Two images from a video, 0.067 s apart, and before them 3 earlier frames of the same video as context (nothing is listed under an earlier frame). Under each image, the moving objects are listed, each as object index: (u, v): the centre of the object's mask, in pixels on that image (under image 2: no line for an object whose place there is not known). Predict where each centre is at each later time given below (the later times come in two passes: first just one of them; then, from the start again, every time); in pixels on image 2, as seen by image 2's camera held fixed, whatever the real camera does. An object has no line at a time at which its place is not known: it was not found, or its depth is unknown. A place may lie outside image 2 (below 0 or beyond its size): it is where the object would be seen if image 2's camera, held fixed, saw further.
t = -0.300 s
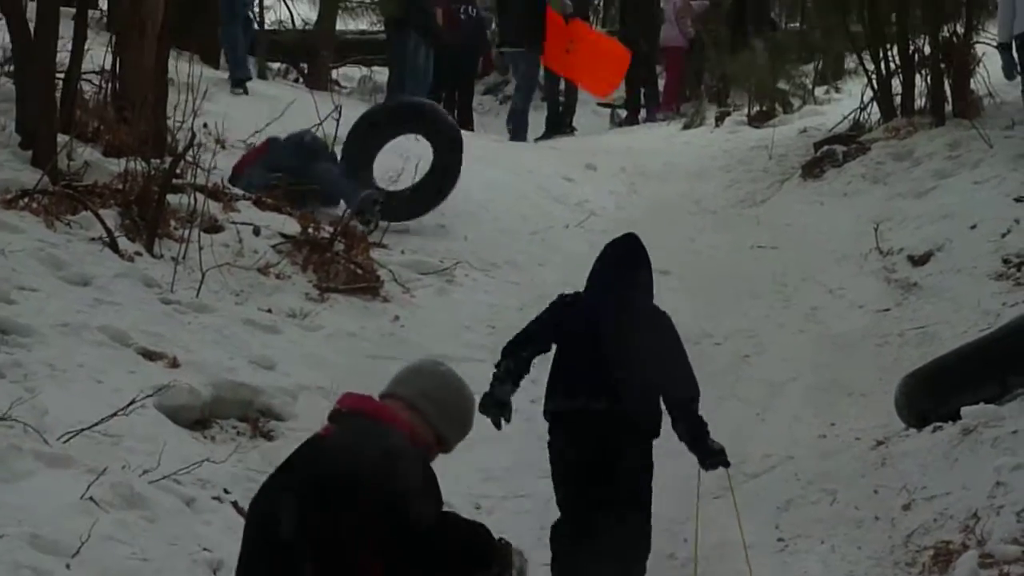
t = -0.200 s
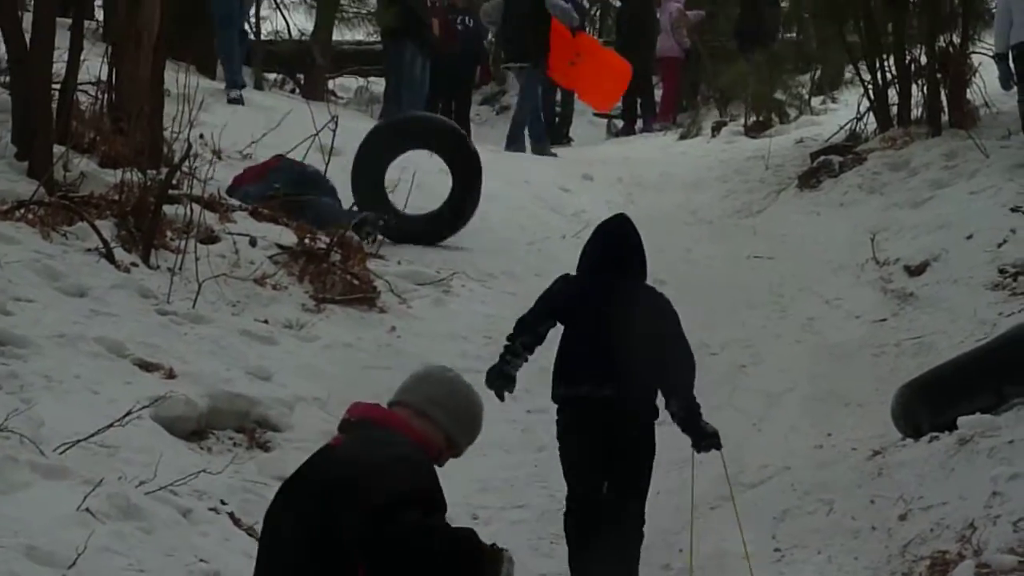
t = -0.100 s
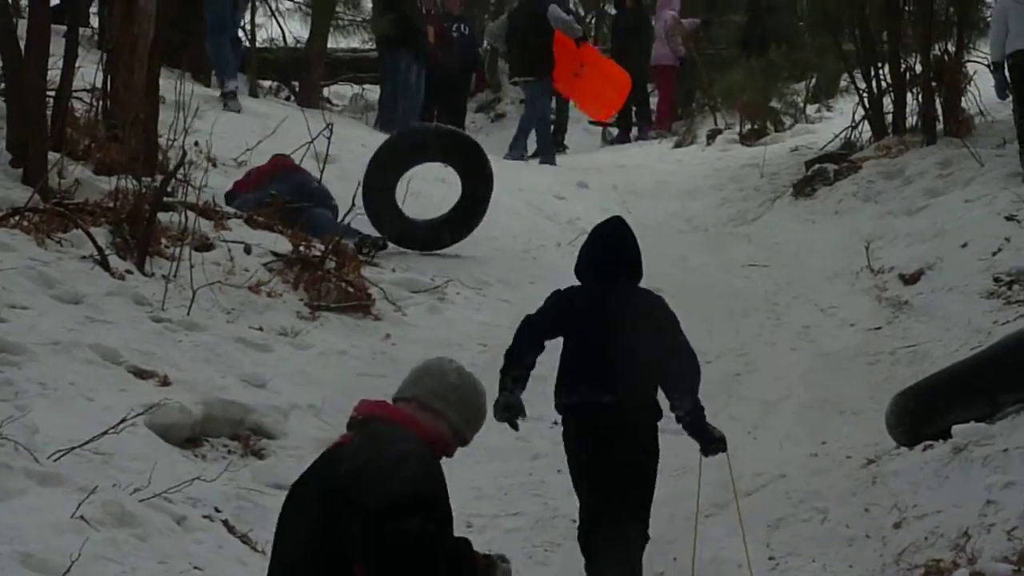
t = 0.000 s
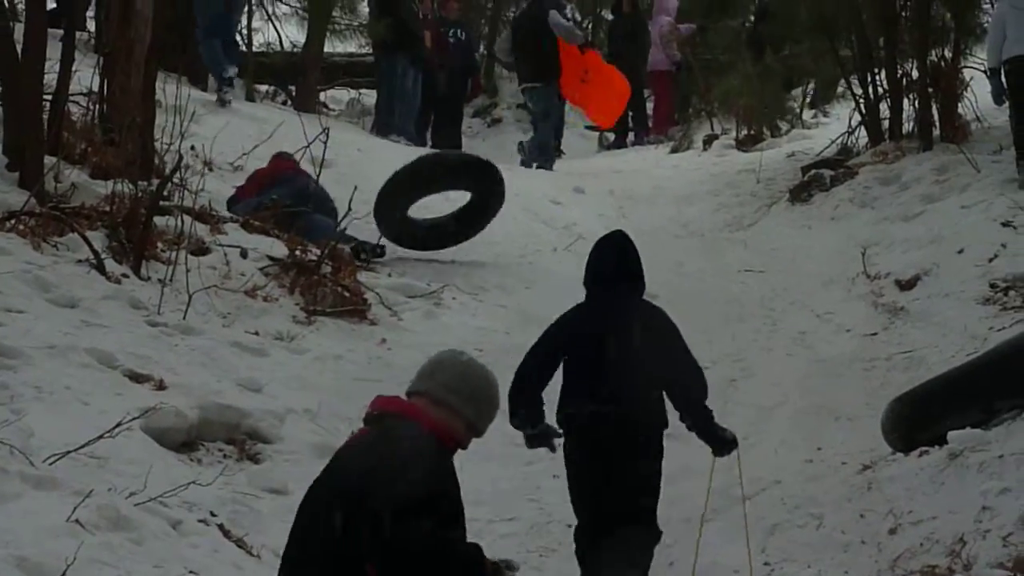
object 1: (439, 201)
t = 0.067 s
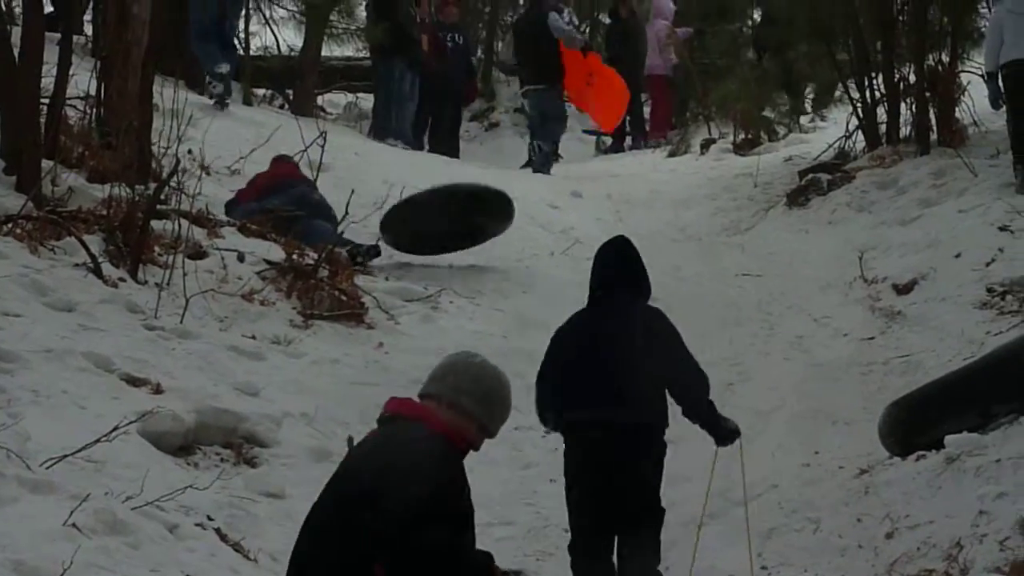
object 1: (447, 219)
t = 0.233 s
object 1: (472, 251)
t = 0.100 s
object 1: (452, 229)
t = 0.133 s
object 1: (457, 241)
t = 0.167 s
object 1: (462, 257)
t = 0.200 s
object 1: (467, 259)
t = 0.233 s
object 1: (472, 251)
